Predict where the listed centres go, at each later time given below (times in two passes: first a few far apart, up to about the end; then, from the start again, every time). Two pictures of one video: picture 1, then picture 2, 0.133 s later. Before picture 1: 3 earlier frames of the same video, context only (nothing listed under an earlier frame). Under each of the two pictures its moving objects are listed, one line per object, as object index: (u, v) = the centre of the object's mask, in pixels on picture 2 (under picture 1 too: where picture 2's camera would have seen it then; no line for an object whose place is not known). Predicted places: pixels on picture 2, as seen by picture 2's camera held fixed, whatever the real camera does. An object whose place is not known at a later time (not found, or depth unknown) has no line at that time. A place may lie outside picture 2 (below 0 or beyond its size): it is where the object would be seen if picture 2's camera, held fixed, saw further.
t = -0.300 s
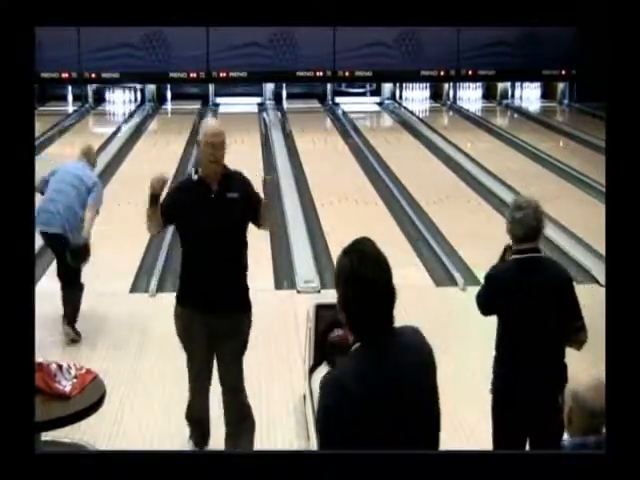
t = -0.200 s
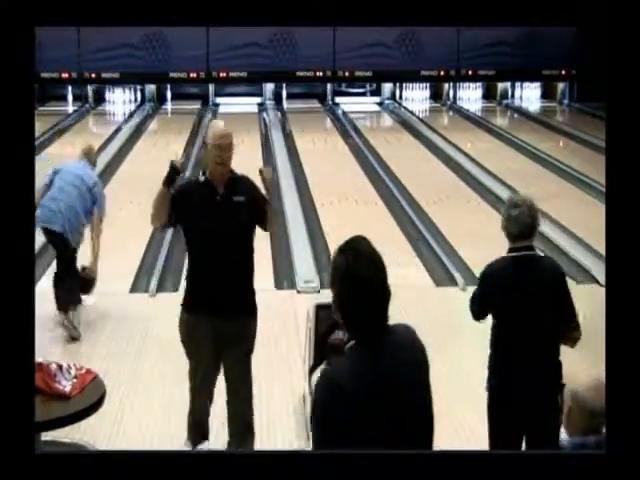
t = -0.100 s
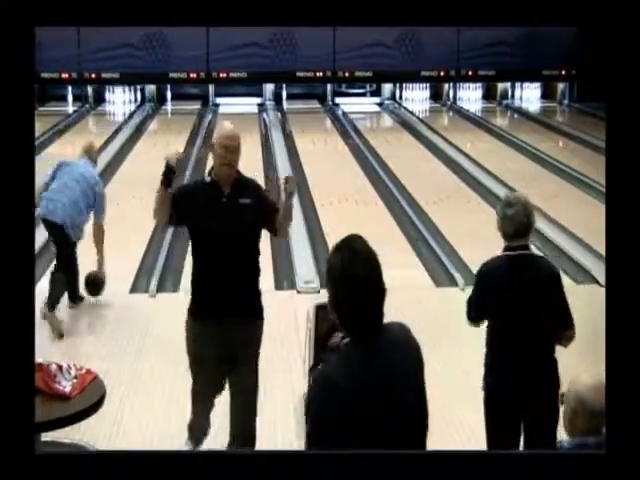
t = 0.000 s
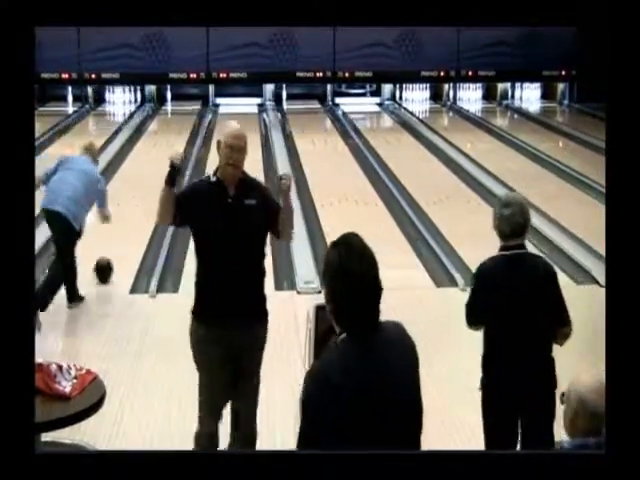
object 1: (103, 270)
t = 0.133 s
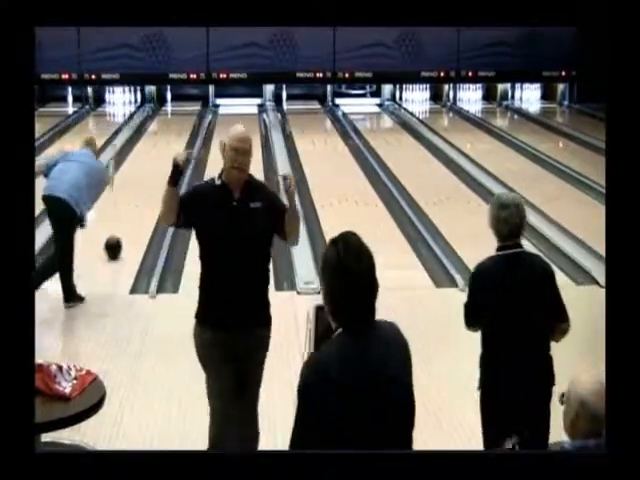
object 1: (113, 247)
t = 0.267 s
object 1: (121, 228)
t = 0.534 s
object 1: (134, 197)
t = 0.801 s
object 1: (143, 173)
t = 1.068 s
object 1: (151, 154)
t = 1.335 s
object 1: (156, 140)
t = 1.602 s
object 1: (161, 125)
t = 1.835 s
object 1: (164, 118)
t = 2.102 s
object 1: (166, 108)
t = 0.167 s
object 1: (115, 242)
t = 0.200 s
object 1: (117, 237)
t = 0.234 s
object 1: (119, 232)
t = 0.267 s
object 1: (121, 228)
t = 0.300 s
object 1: (123, 224)
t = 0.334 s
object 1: (124, 219)
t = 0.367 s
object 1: (126, 216)
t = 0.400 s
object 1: (128, 211)
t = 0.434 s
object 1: (129, 207)
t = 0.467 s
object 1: (131, 204)
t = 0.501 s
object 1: (132, 201)
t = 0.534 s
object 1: (134, 197)
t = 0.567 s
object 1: (135, 194)
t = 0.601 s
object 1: (136, 191)
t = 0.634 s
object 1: (138, 187)
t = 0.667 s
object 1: (139, 184)
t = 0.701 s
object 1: (140, 182)
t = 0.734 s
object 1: (141, 178)
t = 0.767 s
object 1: (142, 176)
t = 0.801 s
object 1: (143, 173)
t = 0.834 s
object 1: (144, 171)
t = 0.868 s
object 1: (145, 168)
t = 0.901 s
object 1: (146, 166)
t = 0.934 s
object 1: (147, 164)
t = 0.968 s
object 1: (148, 161)
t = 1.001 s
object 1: (149, 159)
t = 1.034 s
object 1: (150, 156)
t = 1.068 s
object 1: (151, 154)
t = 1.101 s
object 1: (152, 152)
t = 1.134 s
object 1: (152, 151)
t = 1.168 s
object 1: (153, 148)
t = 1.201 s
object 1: (154, 147)
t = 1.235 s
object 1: (154, 145)
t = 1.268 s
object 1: (155, 143)
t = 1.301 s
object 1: (156, 141)
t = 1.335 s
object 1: (156, 140)
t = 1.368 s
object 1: (157, 138)
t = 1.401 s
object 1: (158, 136)
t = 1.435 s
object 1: (158, 135)
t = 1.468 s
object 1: (159, 133)
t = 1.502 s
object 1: (159, 132)
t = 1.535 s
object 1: (160, 131)
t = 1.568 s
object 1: (160, 130)
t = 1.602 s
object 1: (161, 125)
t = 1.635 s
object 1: (161, 125)
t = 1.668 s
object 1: (162, 124)
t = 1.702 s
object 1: (162, 123)
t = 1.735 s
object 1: (163, 120)
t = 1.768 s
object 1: (163, 121)
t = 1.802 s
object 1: (163, 119)
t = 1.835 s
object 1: (164, 118)
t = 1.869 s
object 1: (164, 118)
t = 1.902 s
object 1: (164, 116)
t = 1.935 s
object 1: (164, 115)
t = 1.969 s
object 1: (165, 114)
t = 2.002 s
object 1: (165, 113)
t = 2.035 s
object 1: (165, 112)
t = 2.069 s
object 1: (165, 111)
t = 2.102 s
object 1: (166, 108)
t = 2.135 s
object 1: (166, 108)
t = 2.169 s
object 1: (167, 108)
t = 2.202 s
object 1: (166, 106)
